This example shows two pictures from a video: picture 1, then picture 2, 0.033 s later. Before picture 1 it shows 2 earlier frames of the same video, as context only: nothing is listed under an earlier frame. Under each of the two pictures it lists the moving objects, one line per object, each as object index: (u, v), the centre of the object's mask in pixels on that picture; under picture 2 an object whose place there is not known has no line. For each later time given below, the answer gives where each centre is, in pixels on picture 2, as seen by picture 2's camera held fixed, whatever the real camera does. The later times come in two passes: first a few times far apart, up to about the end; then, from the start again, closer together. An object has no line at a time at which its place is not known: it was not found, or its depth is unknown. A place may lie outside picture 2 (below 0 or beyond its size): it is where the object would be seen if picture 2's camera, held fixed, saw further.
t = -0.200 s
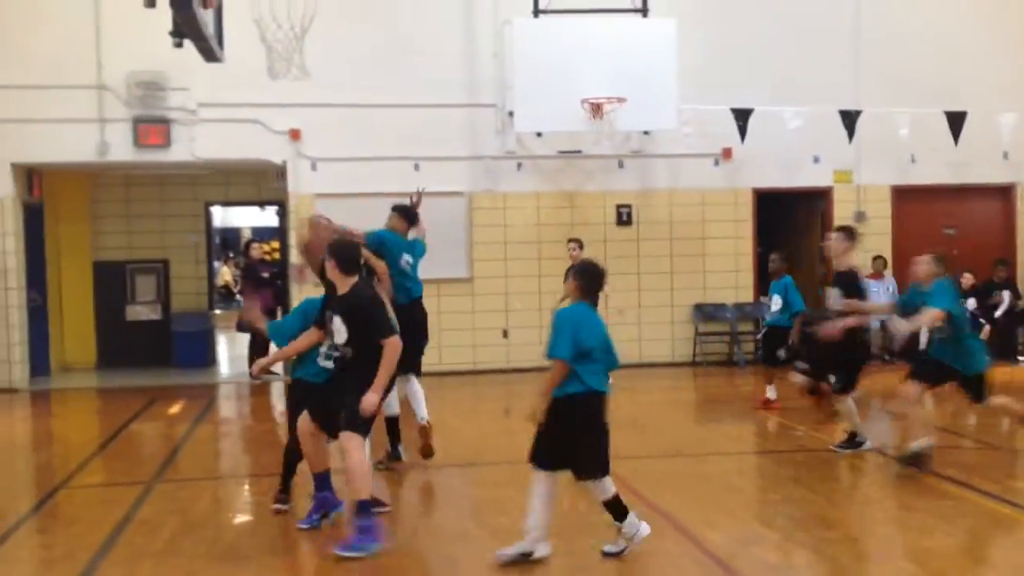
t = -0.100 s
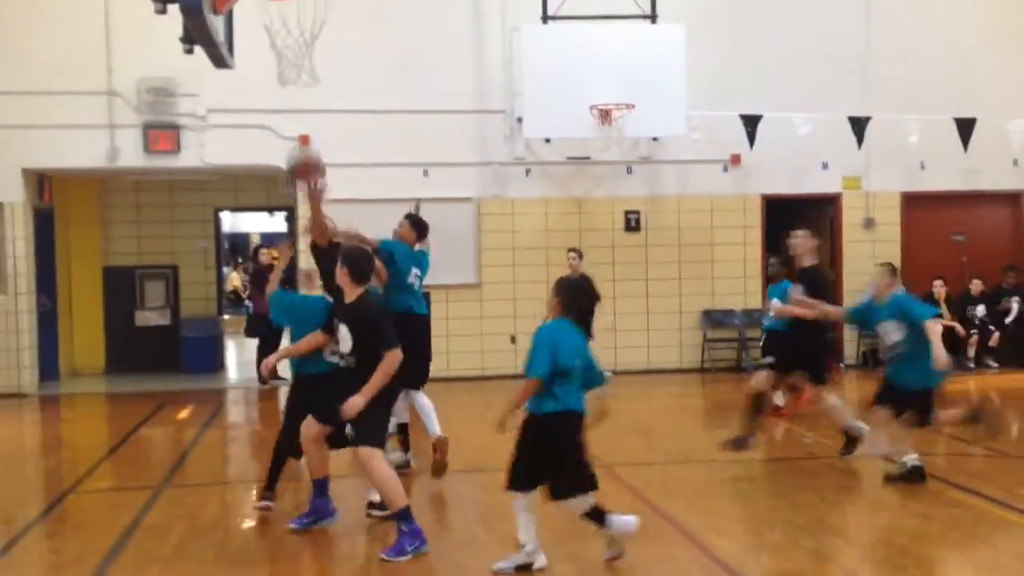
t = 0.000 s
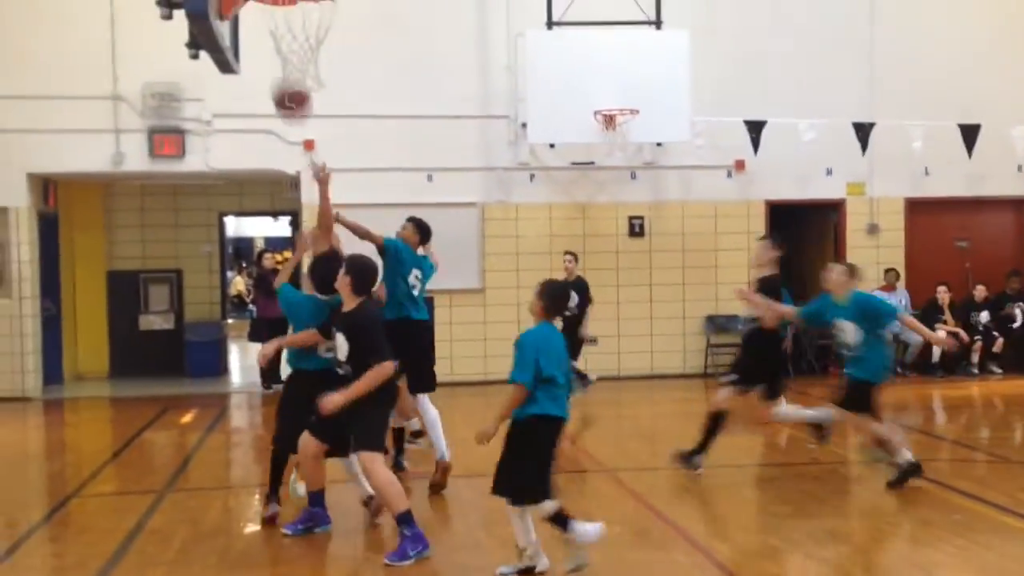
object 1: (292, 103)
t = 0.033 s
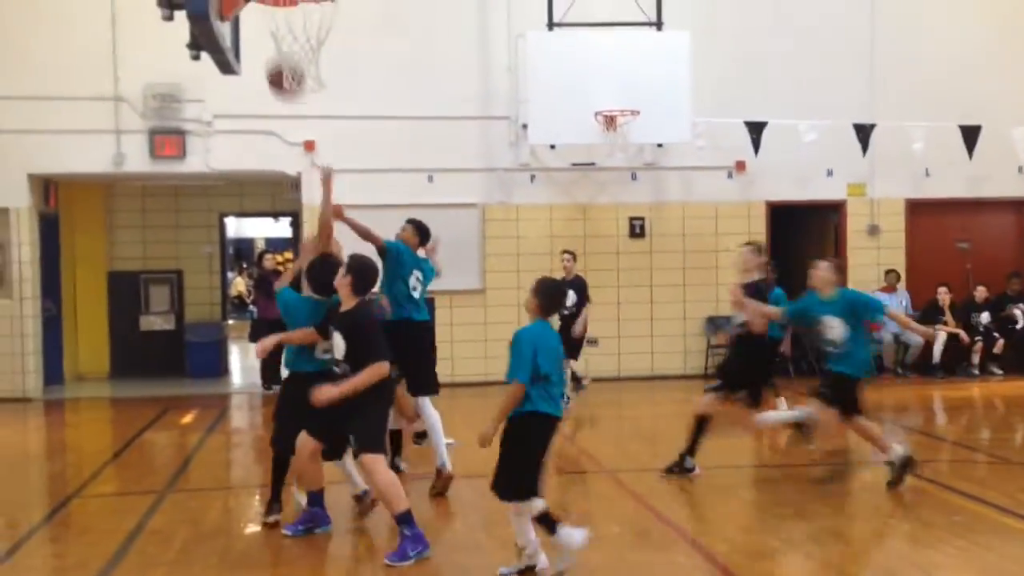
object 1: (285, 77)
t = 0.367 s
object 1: (268, -22)
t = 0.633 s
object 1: (287, -31)
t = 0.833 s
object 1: (297, 23)
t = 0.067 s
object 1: (278, 56)
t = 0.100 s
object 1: (272, 37)
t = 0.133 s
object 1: (266, 20)
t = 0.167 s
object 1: (259, 11)
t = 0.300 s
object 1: (254, -17)
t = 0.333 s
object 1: (264, -20)
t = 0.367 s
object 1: (268, -22)
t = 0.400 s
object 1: (272, -25)
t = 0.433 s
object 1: (277, -27)
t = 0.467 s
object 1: (282, -29)
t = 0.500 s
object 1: (286, -29)
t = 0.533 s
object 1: (286, -32)
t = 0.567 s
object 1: (285, -33)
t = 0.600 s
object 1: (286, -33)
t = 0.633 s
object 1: (287, -31)
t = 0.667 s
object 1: (289, -28)
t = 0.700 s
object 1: (293, -25)
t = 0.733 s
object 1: (294, -9)
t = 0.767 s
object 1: (296, 1)
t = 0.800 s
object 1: (296, 12)
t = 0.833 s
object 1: (297, 23)
